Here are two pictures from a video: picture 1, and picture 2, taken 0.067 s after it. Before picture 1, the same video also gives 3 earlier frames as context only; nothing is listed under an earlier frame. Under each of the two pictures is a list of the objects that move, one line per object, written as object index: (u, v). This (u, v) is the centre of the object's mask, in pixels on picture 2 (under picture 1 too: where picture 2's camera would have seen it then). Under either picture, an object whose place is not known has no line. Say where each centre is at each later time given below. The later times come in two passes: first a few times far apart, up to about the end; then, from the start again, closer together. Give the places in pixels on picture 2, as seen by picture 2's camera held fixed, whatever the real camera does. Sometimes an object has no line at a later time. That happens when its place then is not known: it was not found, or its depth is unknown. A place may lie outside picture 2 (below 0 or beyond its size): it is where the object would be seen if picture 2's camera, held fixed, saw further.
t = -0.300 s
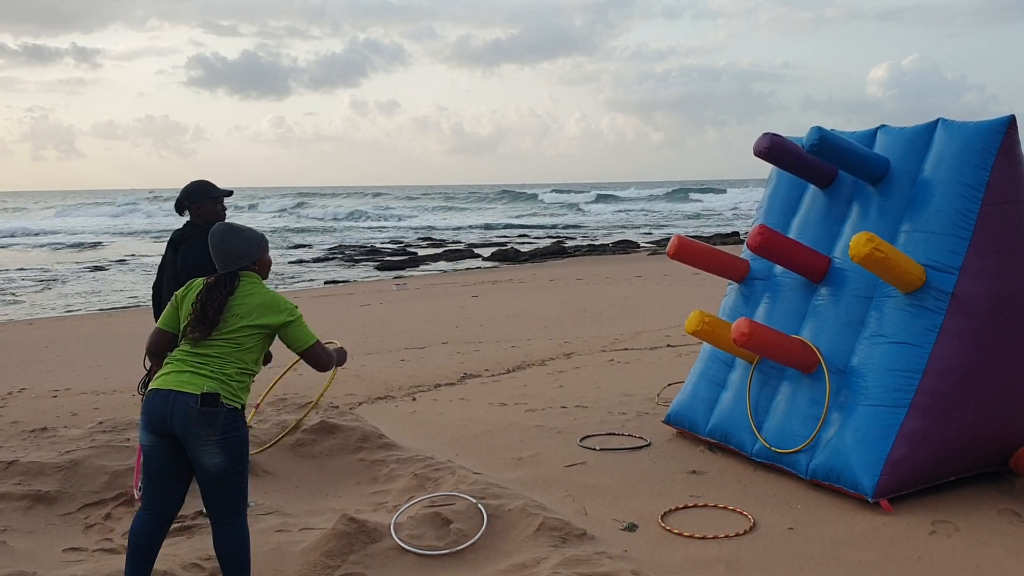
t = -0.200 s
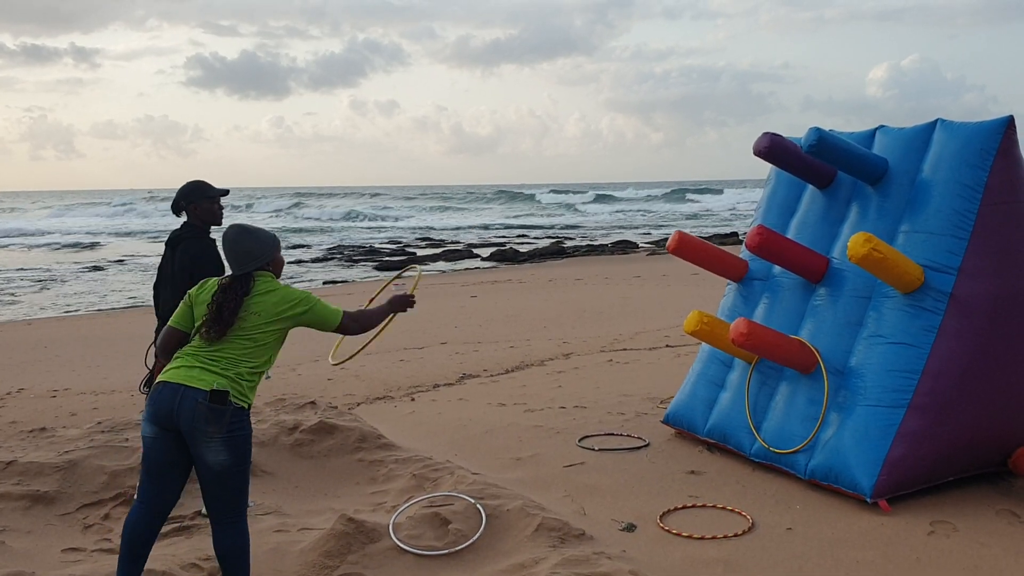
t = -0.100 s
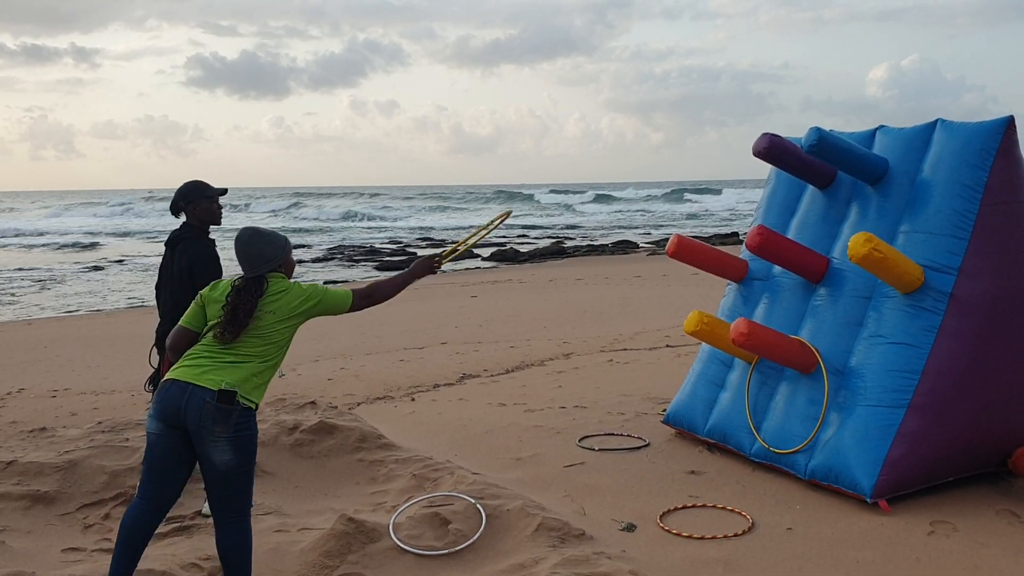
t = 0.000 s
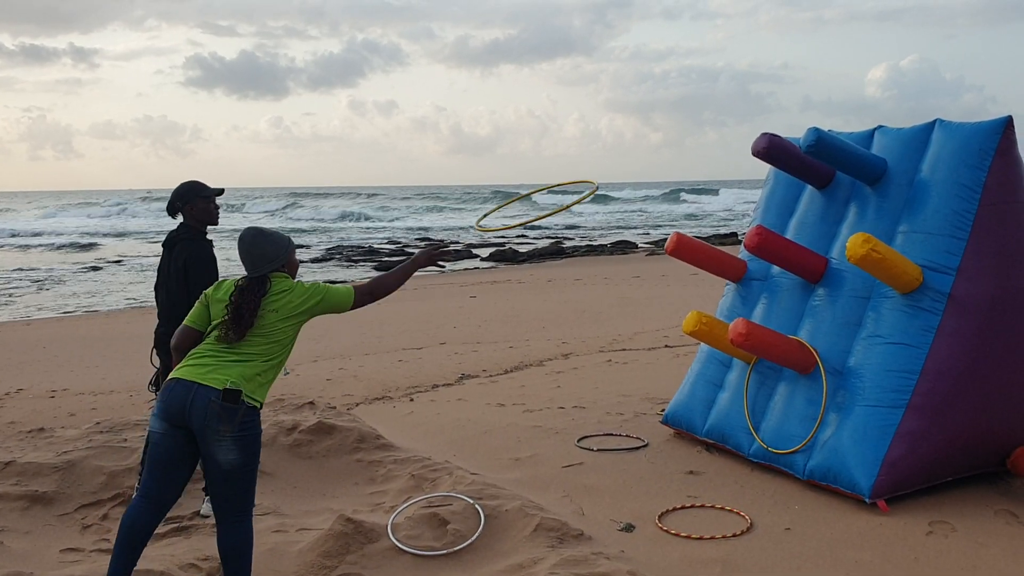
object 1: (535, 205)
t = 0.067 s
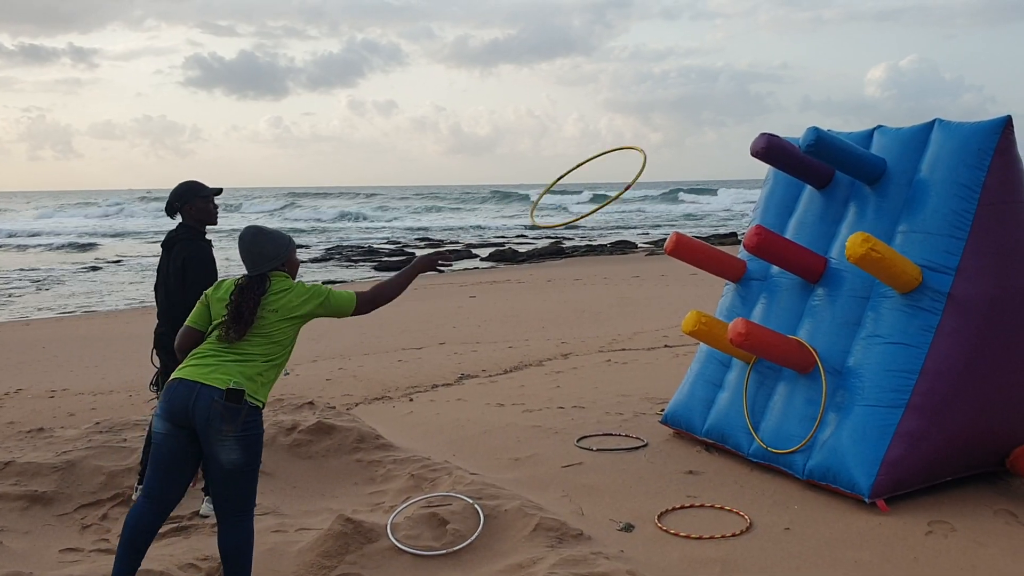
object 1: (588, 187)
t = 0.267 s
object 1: (734, 182)
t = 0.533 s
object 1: (880, 288)
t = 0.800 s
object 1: (905, 486)
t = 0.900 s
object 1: (947, 484)
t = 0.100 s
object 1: (614, 180)
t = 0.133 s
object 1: (638, 176)
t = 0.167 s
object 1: (663, 174)
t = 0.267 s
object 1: (734, 182)
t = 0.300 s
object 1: (758, 190)
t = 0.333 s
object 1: (781, 199)
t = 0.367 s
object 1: (804, 210)
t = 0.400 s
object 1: (826, 223)
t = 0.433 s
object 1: (847, 238)
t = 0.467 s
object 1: (867, 255)
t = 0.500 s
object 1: (875, 272)
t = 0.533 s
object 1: (880, 288)
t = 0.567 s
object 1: (885, 304)
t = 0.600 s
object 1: (888, 323)
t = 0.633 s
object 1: (890, 346)
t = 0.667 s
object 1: (890, 368)
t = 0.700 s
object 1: (893, 403)
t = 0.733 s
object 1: (894, 430)
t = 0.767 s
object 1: (897, 460)
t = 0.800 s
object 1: (905, 486)
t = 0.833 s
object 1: (915, 507)
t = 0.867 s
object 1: (933, 523)
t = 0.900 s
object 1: (947, 484)
